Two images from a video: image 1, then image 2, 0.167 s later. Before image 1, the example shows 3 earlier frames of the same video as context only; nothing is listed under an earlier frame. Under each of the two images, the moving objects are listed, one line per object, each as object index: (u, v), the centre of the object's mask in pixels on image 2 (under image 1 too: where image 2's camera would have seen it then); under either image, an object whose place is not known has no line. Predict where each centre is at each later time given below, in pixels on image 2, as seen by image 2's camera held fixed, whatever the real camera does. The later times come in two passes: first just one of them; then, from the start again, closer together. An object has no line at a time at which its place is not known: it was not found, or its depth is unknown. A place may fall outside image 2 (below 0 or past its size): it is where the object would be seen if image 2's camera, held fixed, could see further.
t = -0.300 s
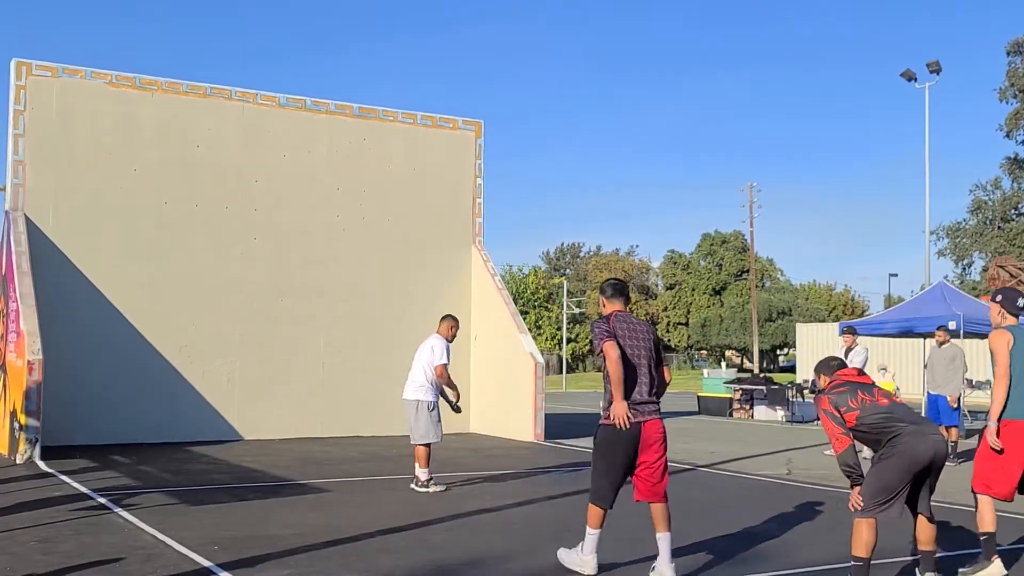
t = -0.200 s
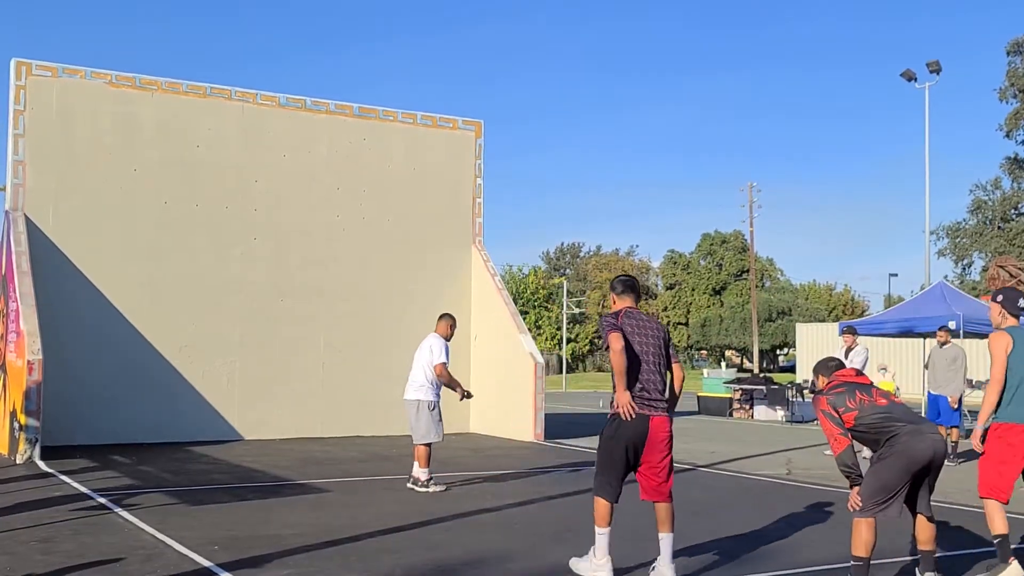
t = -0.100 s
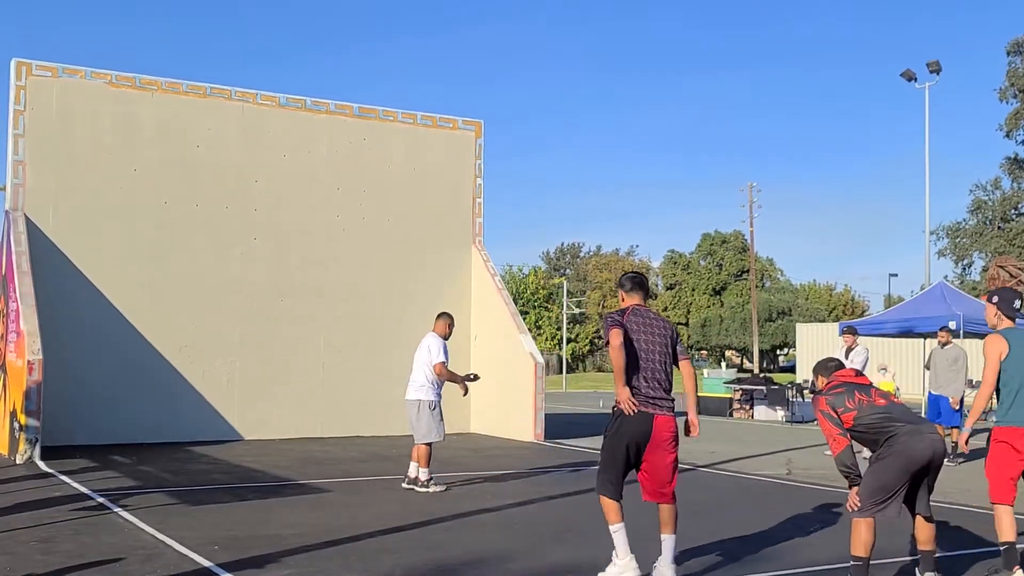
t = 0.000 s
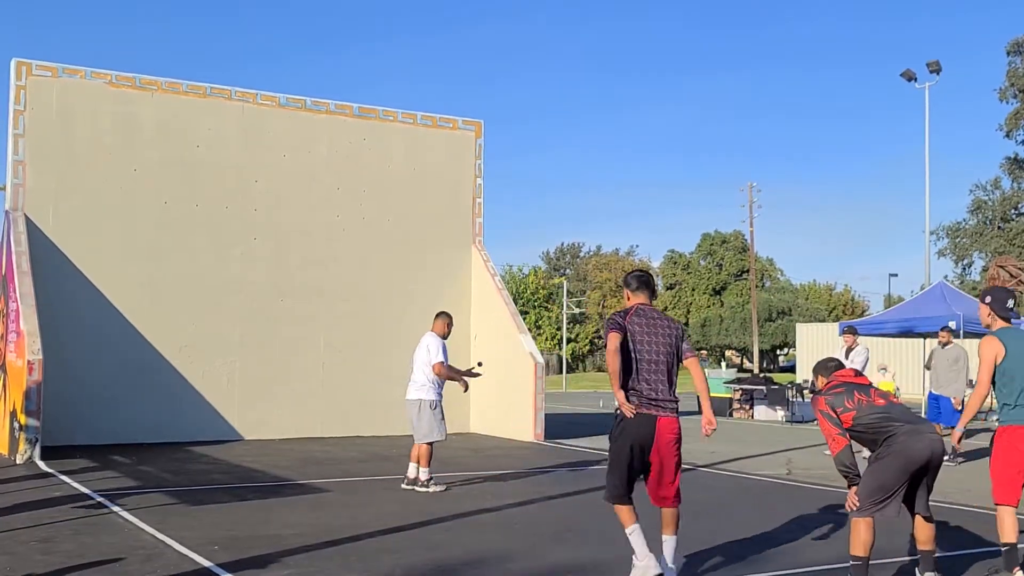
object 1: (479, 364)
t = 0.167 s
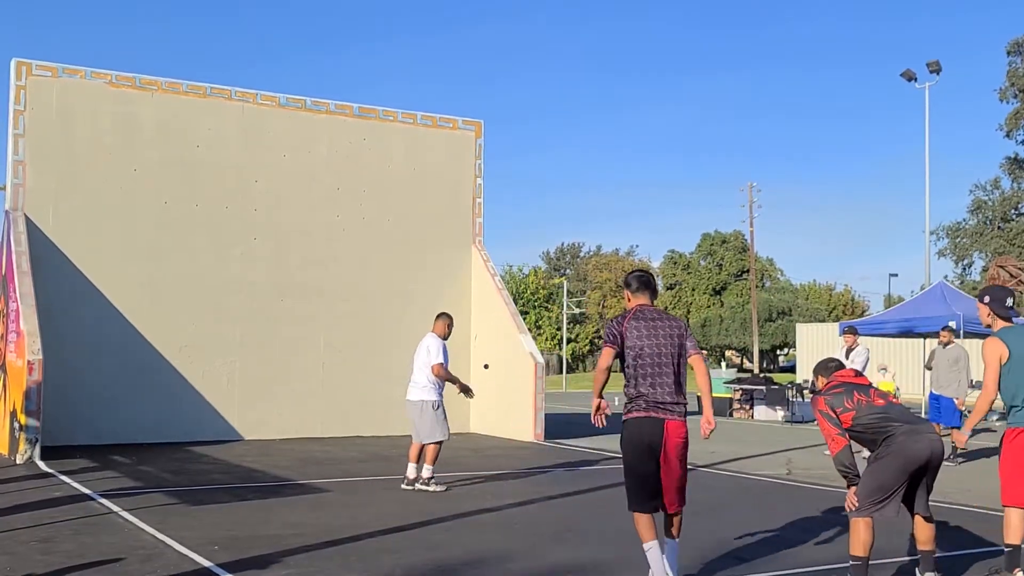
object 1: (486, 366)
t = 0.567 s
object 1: (500, 473)
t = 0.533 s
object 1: (498, 465)
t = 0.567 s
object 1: (500, 473)
